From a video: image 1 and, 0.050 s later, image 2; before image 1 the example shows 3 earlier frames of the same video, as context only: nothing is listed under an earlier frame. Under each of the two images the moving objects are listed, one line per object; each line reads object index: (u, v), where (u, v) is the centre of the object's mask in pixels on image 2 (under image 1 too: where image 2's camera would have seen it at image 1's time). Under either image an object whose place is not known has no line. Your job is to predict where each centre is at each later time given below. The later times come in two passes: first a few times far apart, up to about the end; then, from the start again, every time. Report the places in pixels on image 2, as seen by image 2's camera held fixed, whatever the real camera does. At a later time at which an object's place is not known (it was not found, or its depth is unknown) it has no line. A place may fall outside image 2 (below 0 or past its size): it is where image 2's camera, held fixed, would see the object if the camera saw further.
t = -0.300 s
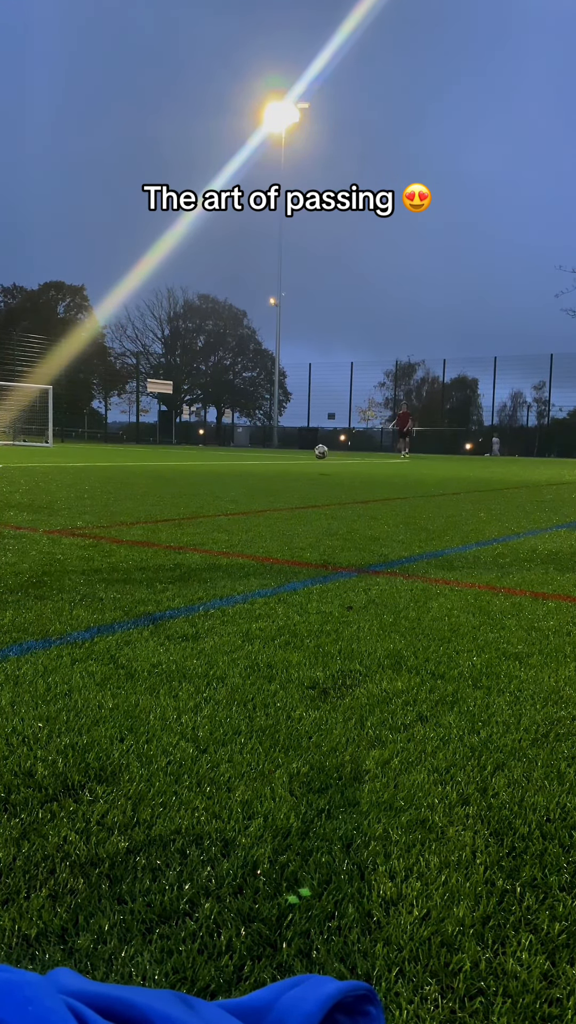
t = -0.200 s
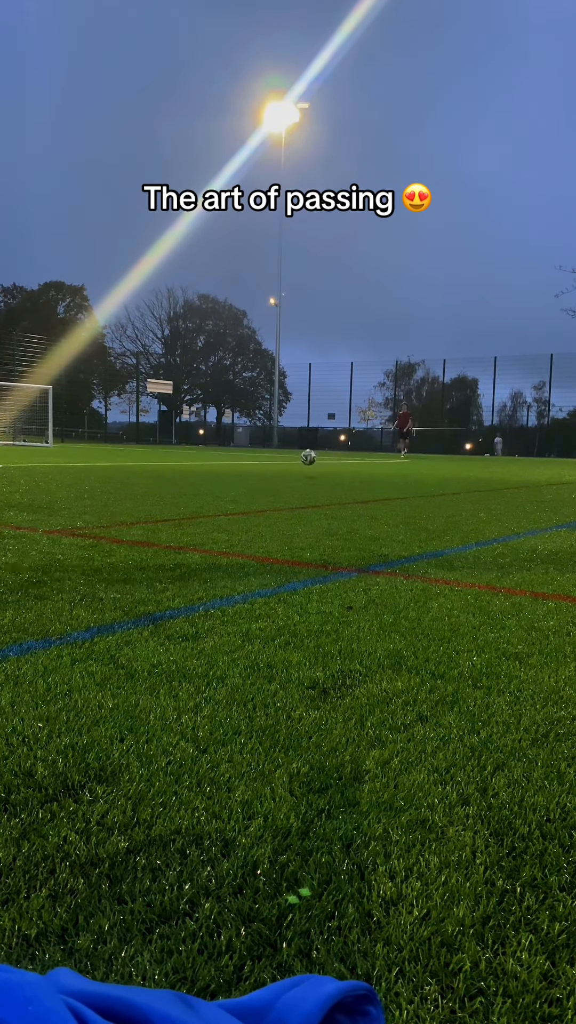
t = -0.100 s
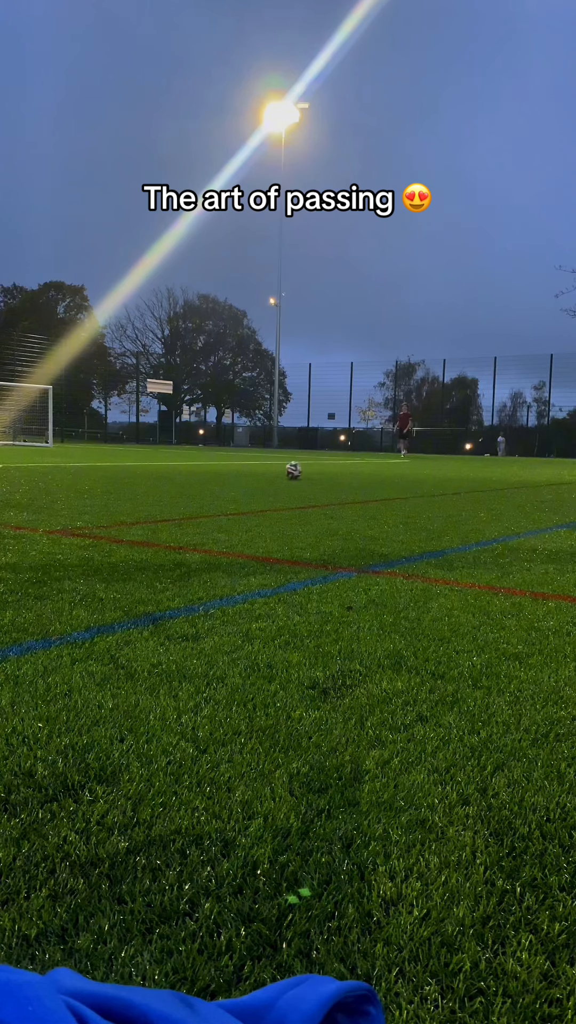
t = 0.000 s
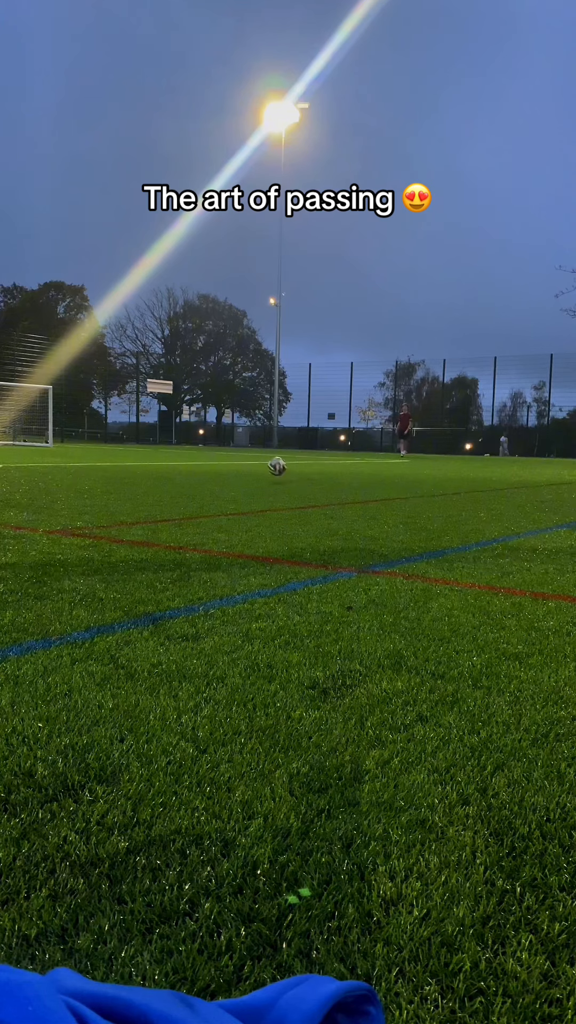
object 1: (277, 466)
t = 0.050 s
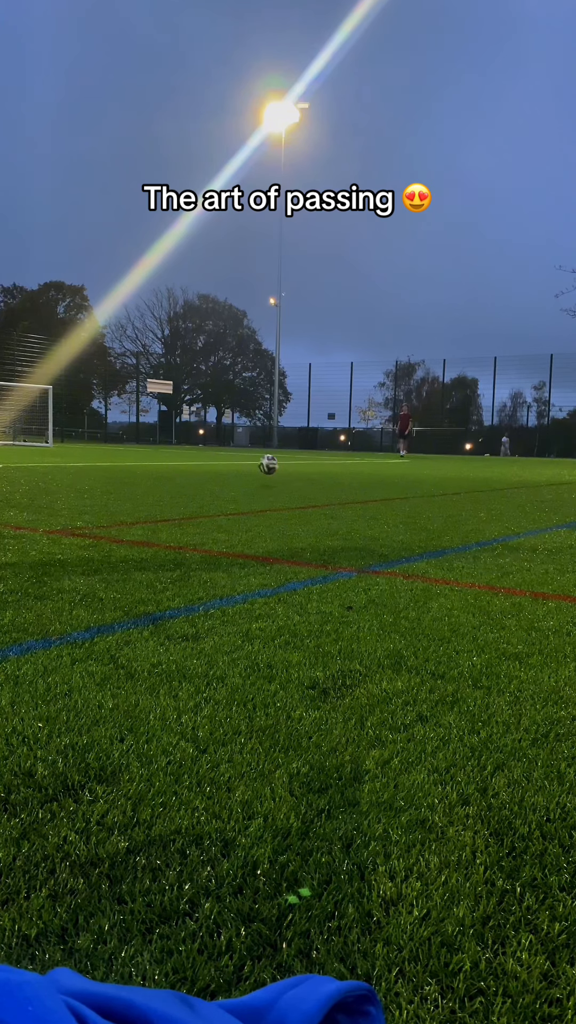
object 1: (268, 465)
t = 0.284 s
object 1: (211, 484)
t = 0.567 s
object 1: (95, 502)
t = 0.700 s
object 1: (14, 517)
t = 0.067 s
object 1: (265, 464)
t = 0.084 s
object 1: (262, 464)
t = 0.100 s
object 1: (258, 465)
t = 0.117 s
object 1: (255, 465)
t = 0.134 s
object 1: (251, 466)
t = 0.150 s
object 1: (248, 468)
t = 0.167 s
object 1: (243, 469)
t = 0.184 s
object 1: (239, 471)
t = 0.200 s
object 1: (235, 473)
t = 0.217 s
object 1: (230, 476)
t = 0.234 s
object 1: (226, 478)
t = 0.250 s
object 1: (221, 482)
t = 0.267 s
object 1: (216, 484)
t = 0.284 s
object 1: (211, 484)
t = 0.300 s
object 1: (206, 483)
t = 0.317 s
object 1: (201, 481)
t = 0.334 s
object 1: (196, 480)
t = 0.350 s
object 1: (191, 480)
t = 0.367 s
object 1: (185, 480)
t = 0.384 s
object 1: (179, 480)
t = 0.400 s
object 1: (173, 481)
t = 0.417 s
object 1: (167, 482)
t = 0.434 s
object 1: (161, 483)
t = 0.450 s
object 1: (154, 485)
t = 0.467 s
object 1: (146, 487)
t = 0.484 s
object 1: (138, 490)
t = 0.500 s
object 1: (130, 493)
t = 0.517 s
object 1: (122, 498)
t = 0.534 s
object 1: (112, 502)
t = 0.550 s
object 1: (104, 502)
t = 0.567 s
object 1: (95, 502)
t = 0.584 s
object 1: (86, 502)
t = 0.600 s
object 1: (76, 502)
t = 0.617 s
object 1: (66, 503)
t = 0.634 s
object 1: (54, 504)
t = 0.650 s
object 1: (43, 506)
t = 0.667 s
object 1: (31, 509)
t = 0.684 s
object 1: (20, 513)
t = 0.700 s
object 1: (14, 517)
